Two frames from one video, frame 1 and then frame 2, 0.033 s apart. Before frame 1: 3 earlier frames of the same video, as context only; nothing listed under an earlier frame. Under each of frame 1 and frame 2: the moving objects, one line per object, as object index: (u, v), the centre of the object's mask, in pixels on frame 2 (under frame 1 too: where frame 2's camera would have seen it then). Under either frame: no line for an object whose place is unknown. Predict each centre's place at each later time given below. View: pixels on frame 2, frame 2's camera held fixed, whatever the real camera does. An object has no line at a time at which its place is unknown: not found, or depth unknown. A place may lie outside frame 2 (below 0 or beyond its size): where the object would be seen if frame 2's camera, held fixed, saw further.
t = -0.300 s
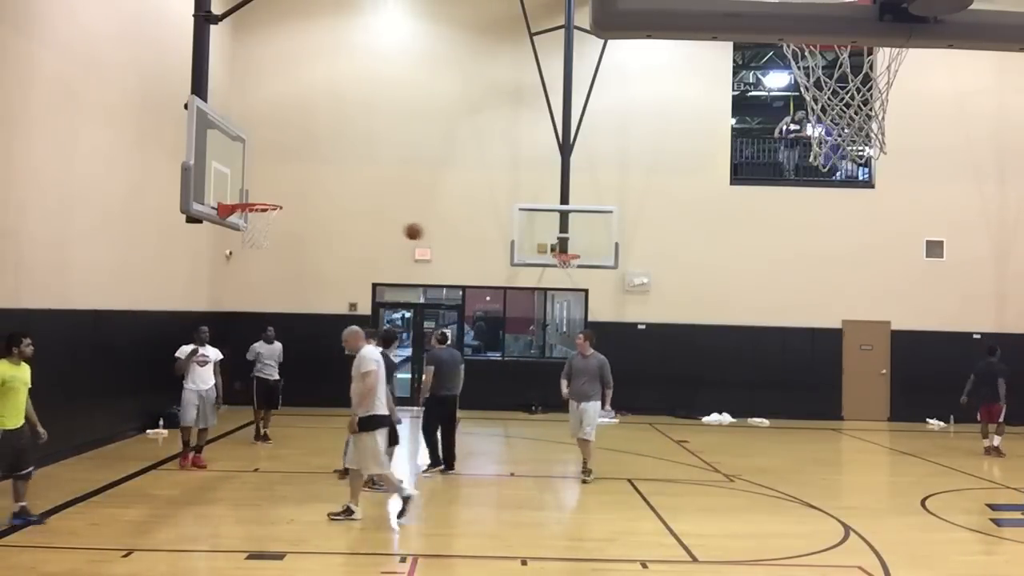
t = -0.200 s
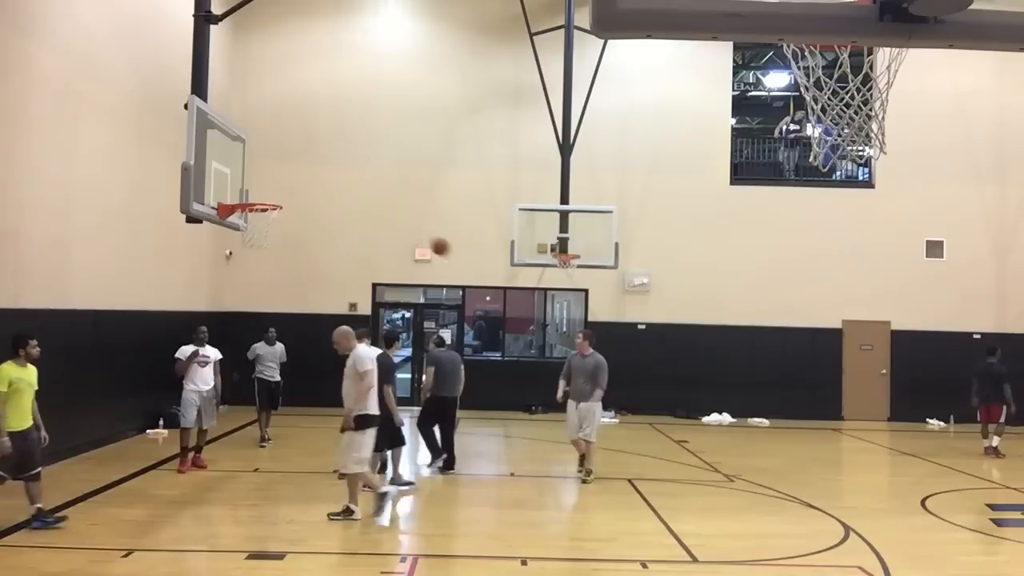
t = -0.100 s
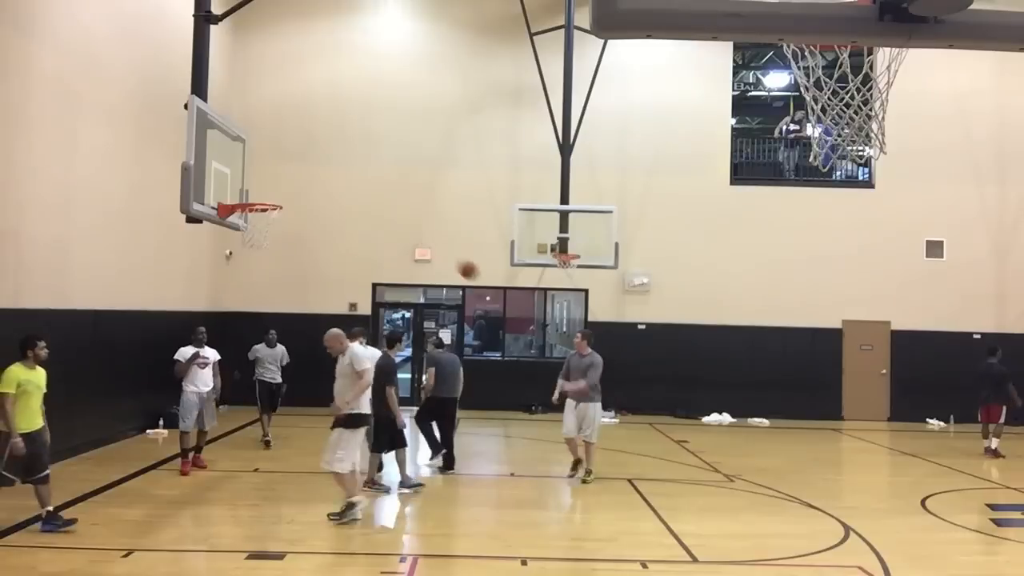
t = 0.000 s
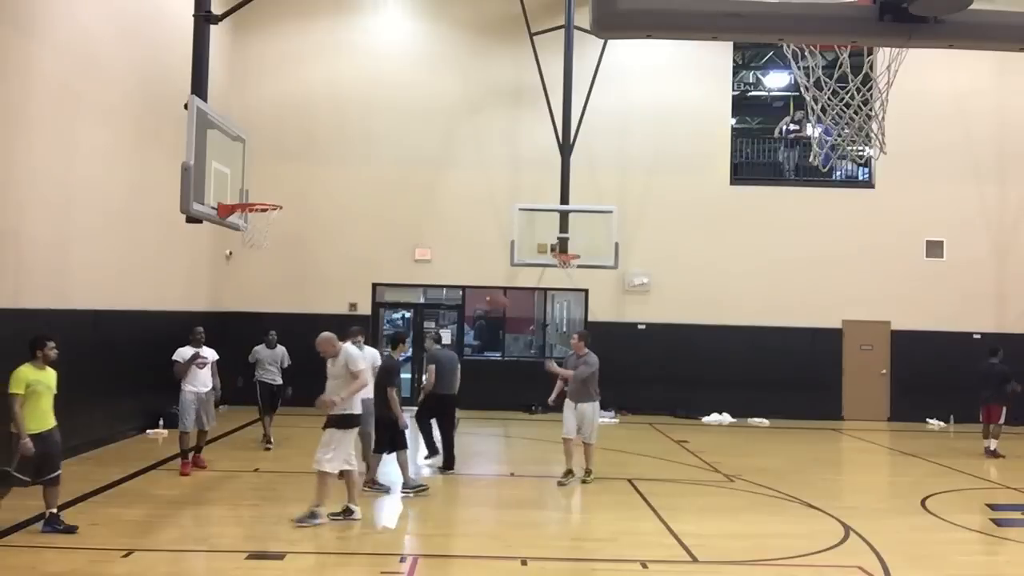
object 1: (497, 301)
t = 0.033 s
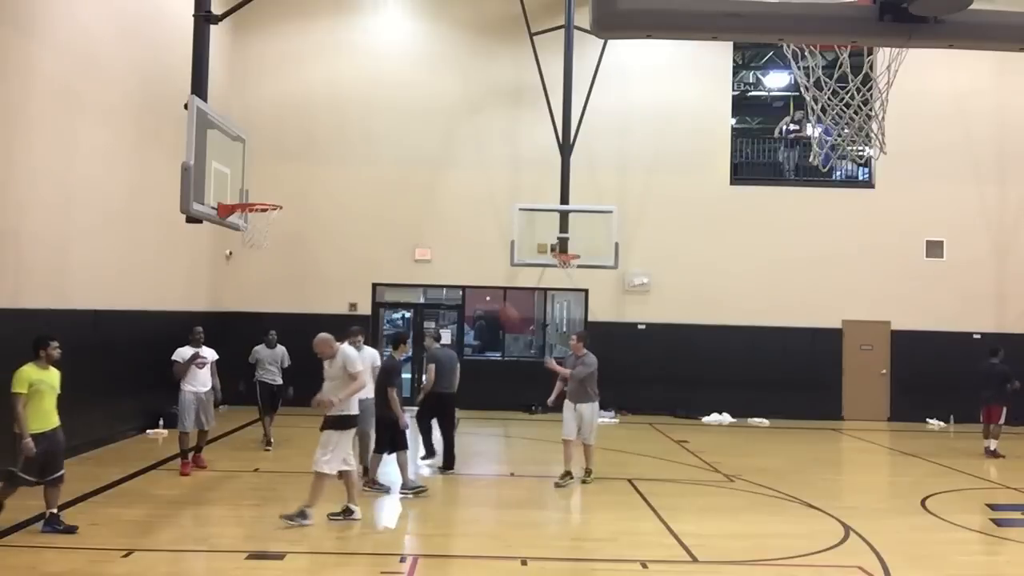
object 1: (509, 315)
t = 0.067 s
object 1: (519, 329)
